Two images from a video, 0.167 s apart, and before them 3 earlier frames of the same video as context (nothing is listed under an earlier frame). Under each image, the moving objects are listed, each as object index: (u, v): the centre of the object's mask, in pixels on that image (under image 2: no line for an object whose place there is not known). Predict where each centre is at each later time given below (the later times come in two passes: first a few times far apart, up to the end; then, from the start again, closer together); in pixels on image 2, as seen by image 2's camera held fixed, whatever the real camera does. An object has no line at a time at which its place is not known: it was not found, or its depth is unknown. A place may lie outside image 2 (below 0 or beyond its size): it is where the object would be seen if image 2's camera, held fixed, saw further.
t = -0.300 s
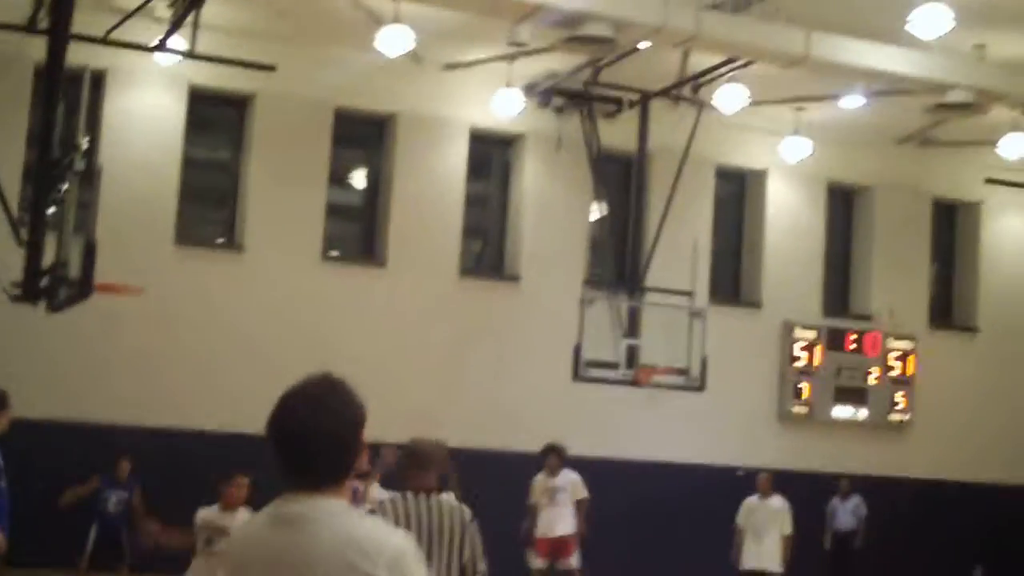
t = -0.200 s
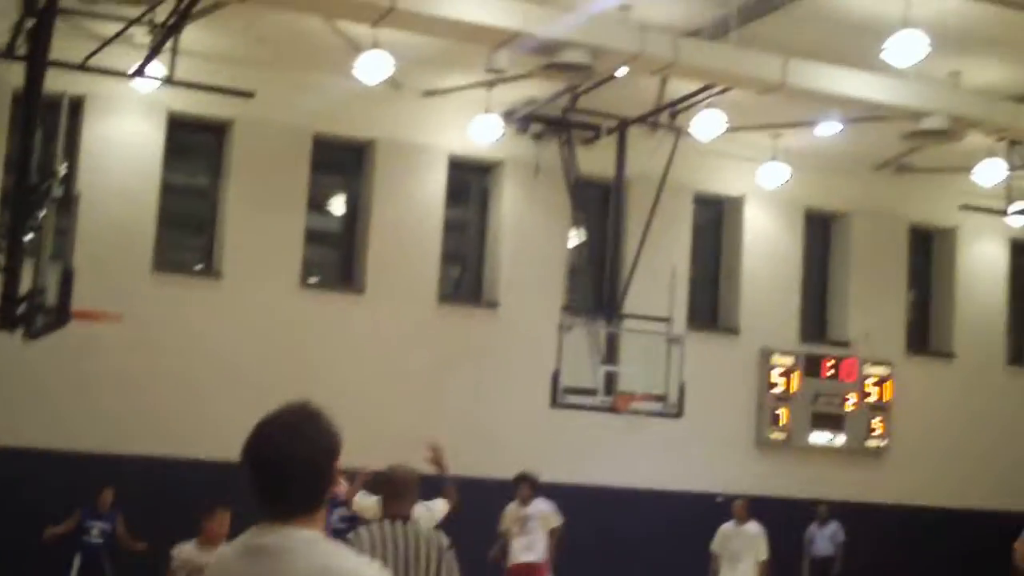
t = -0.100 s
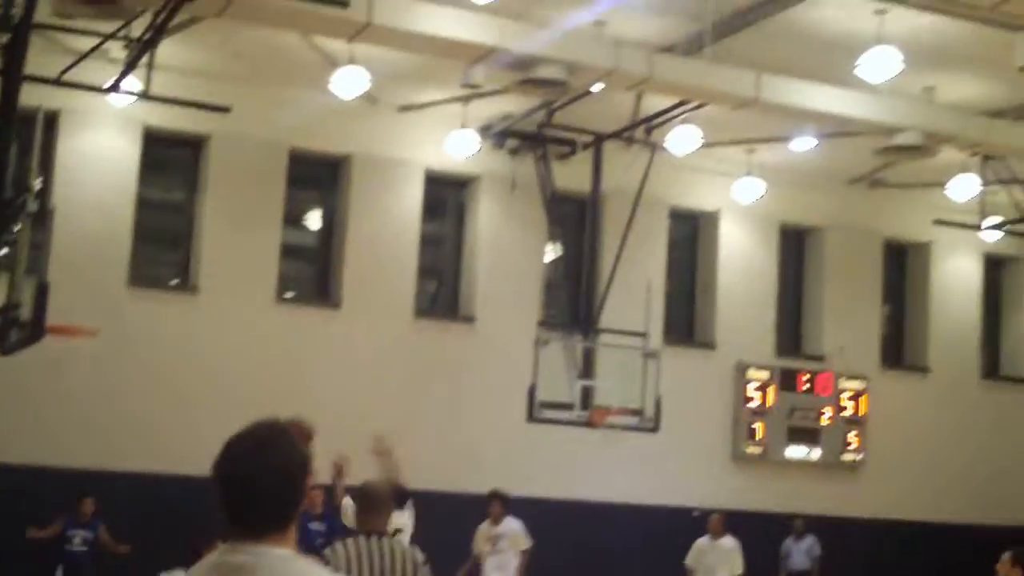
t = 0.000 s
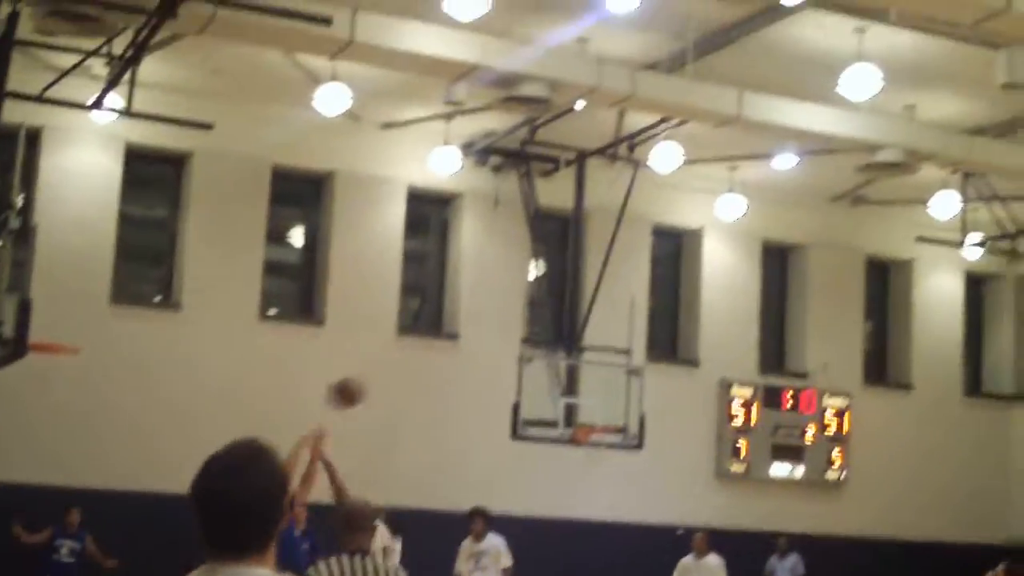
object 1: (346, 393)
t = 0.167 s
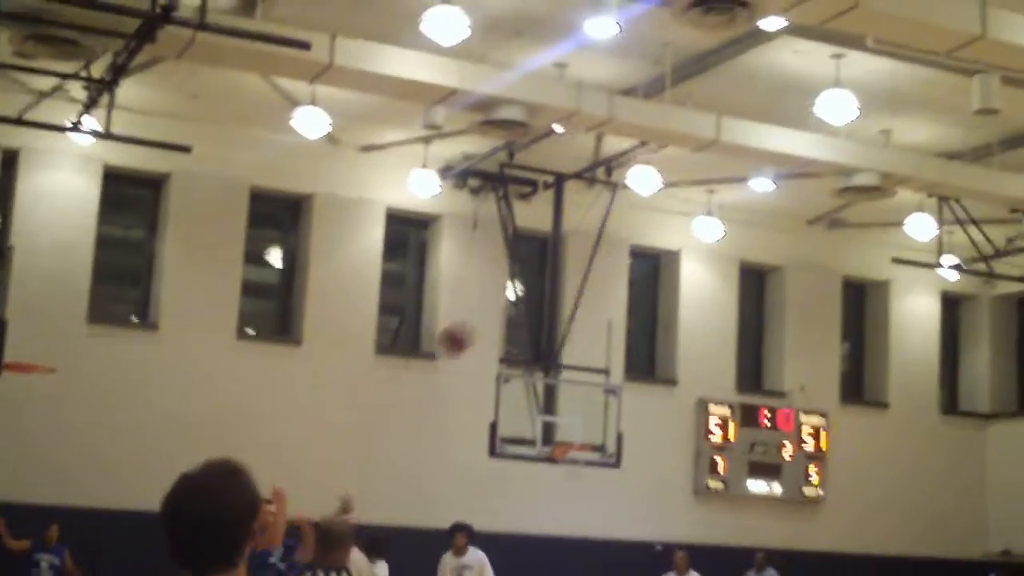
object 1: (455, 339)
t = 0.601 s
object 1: (815, 318)
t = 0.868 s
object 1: (1070, 447)
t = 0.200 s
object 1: (480, 330)
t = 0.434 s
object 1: (671, 297)
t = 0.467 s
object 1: (699, 297)
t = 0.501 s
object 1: (726, 299)
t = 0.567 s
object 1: (785, 311)
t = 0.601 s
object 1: (815, 318)
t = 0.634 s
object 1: (844, 327)
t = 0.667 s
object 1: (874, 340)
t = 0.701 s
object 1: (907, 351)
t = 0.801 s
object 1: (1003, 402)
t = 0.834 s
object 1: (1039, 424)
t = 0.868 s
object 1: (1070, 447)
